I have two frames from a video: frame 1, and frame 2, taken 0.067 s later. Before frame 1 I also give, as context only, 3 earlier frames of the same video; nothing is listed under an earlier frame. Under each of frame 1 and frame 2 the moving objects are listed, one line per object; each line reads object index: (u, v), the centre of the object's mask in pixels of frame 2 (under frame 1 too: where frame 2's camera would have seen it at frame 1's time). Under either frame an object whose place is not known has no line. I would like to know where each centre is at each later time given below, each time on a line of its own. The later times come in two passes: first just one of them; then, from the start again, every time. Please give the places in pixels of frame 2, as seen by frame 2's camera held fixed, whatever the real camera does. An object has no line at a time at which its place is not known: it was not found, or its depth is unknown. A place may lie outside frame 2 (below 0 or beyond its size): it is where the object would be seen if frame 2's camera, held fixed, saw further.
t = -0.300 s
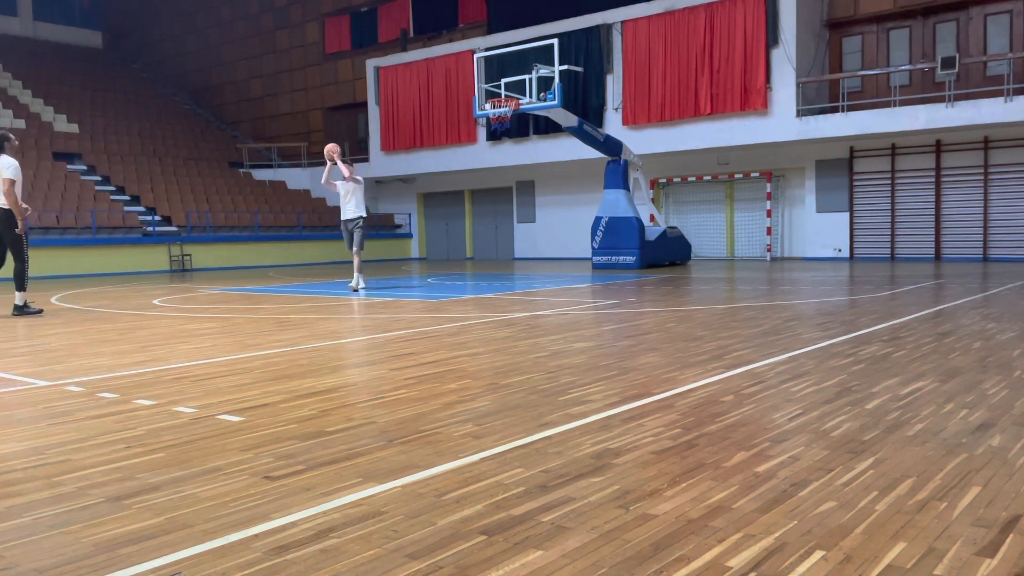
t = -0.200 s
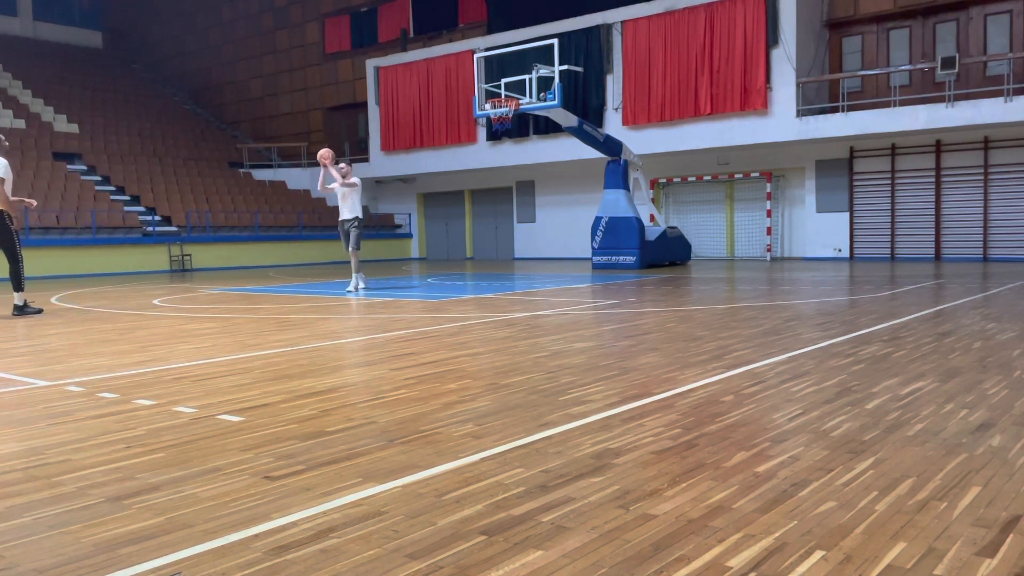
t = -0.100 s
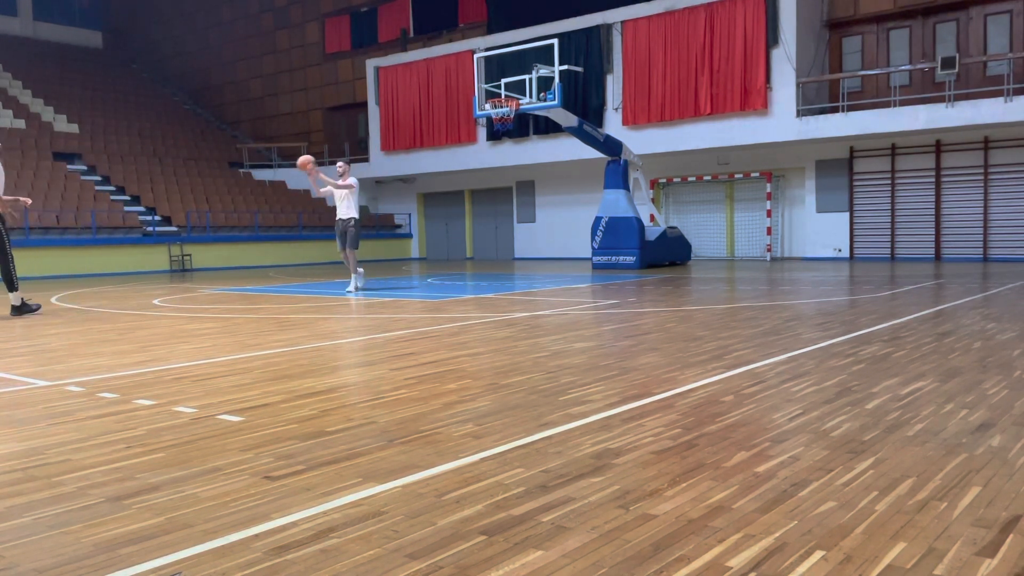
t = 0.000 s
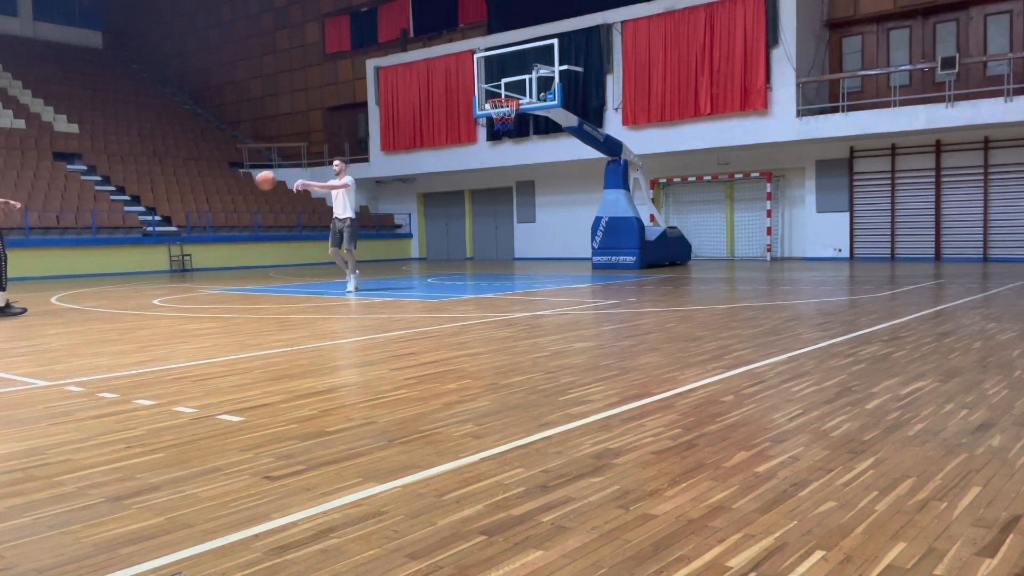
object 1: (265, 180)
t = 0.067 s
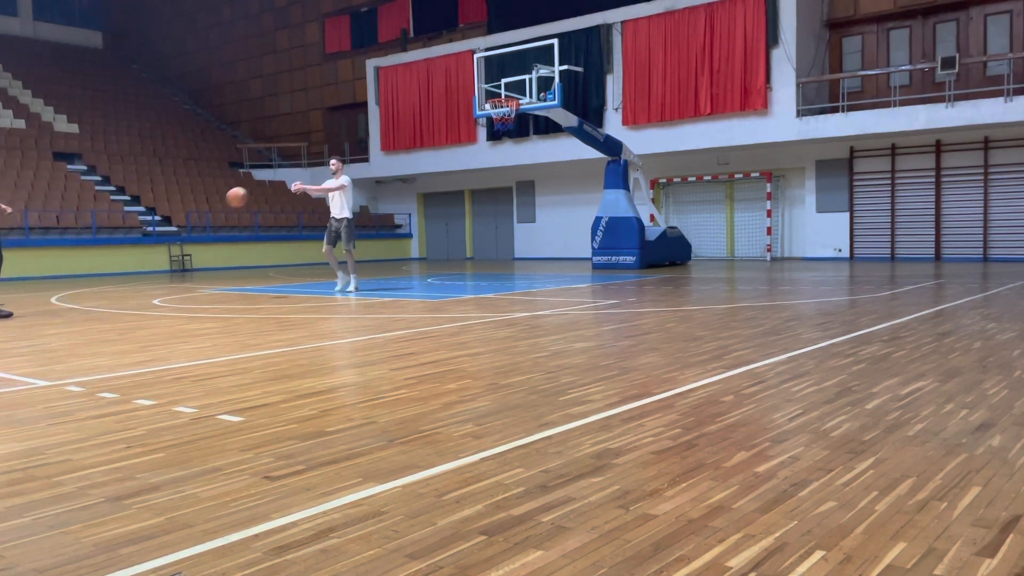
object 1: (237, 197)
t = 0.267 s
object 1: (142, 274)
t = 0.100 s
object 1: (222, 207)
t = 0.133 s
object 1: (206, 218)
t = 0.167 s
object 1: (191, 230)
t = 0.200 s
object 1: (175, 243)
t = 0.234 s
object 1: (158, 258)
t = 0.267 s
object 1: (142, 274)
